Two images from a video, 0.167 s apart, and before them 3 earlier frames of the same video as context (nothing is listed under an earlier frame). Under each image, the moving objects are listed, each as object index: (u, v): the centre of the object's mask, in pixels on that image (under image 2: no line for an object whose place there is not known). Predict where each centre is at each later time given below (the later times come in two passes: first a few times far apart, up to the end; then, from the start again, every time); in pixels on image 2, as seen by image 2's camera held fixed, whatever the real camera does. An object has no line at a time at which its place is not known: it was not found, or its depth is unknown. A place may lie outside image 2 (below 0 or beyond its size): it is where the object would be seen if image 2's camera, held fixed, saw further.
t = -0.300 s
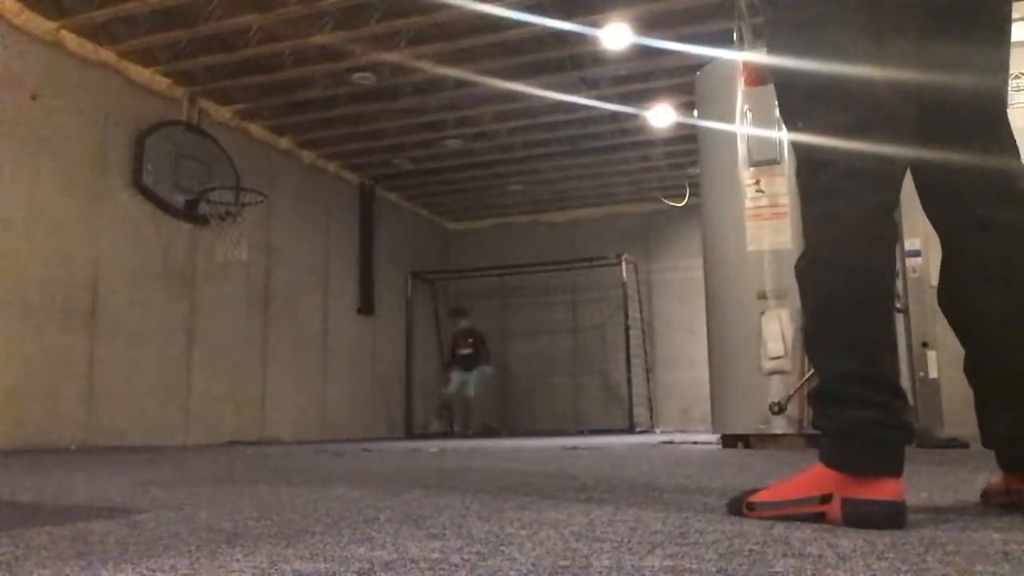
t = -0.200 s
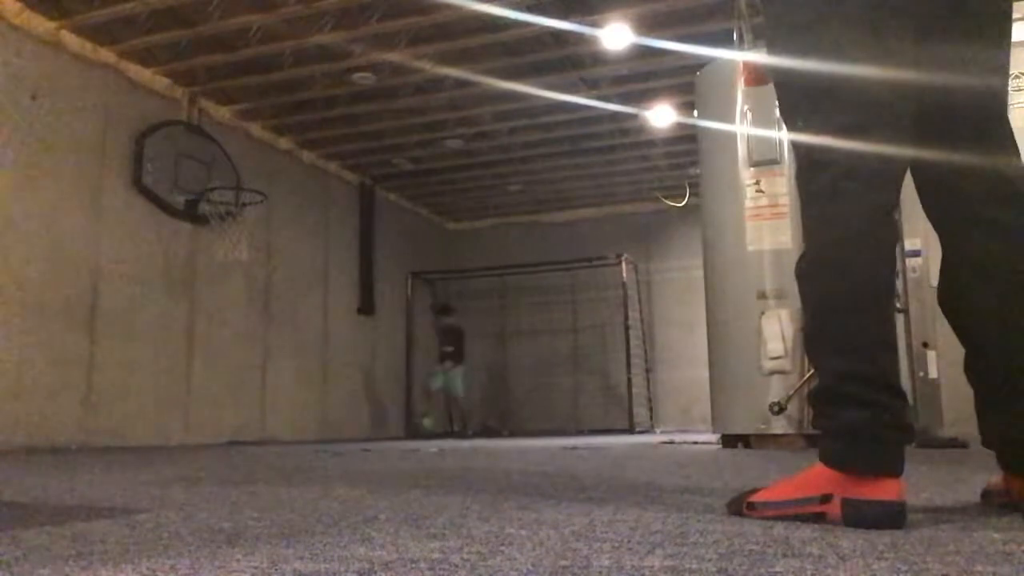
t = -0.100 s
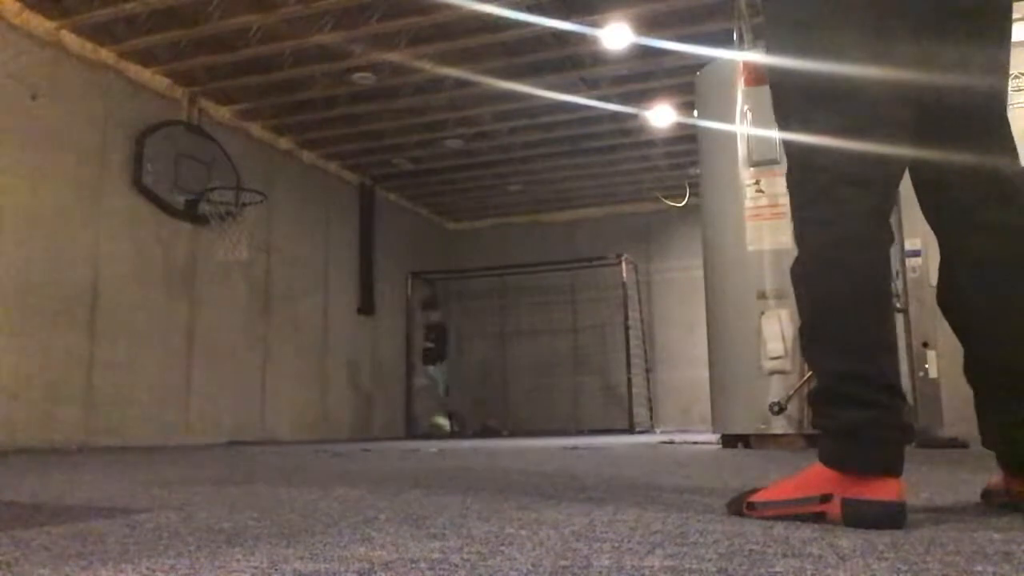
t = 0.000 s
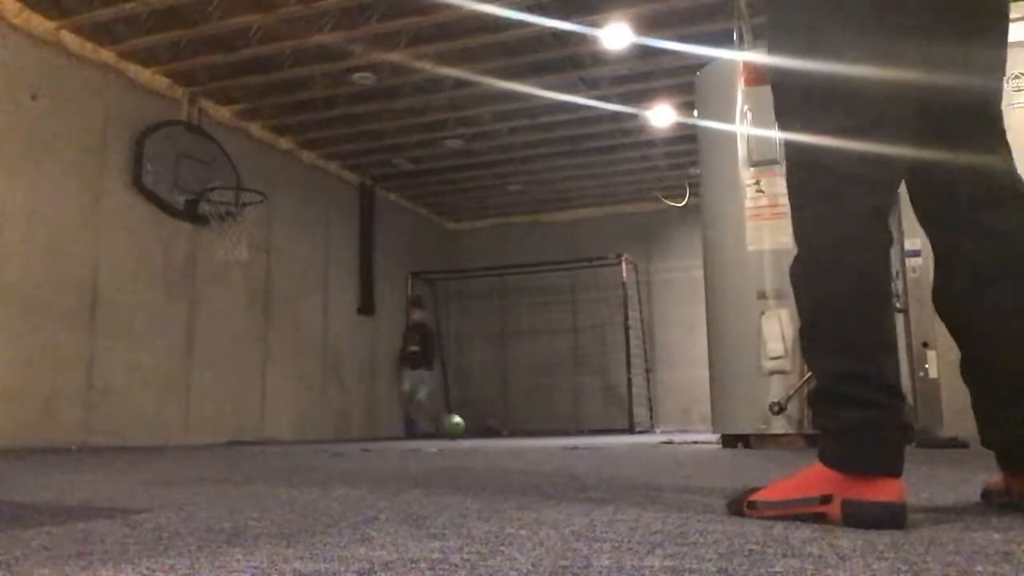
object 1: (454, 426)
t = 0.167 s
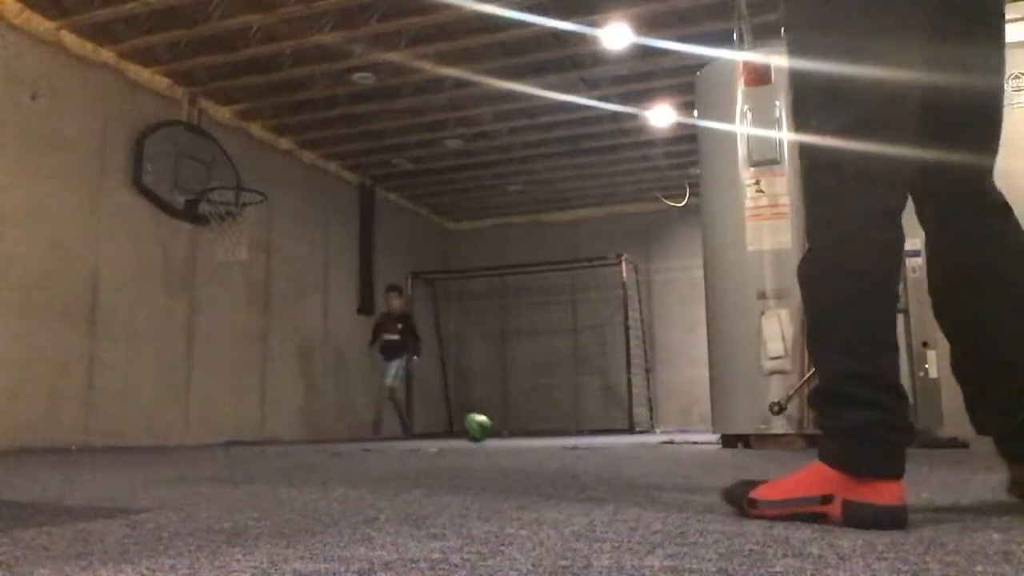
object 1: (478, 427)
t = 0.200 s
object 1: (482, 428)
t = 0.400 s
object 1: (512, 425)
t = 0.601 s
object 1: (542, 423)
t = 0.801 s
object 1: (585, 421)
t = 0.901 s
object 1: (615, 419)
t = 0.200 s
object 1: (482, 428)
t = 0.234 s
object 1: (487, 427)
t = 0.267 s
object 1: (491, 426)
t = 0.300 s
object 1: (497, 426)
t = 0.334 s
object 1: (501, 425)
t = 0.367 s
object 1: (506, 425)
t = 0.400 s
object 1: (512, 425)
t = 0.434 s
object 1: (515, 424)
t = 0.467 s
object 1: (518, 424)
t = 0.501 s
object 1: (527, 424)
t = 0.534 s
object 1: (531, 424)
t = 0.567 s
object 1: (535, 424)
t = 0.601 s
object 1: (542, 423)
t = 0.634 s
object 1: (548, 423)
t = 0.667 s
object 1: (554, 423)
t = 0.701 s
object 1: (562, 422)
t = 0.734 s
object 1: (568, 423)
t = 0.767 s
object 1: (576, 423)
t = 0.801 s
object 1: (585, 421)
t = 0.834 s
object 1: (593, 421)
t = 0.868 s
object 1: (605, 422)
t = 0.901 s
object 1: (615, 419)
